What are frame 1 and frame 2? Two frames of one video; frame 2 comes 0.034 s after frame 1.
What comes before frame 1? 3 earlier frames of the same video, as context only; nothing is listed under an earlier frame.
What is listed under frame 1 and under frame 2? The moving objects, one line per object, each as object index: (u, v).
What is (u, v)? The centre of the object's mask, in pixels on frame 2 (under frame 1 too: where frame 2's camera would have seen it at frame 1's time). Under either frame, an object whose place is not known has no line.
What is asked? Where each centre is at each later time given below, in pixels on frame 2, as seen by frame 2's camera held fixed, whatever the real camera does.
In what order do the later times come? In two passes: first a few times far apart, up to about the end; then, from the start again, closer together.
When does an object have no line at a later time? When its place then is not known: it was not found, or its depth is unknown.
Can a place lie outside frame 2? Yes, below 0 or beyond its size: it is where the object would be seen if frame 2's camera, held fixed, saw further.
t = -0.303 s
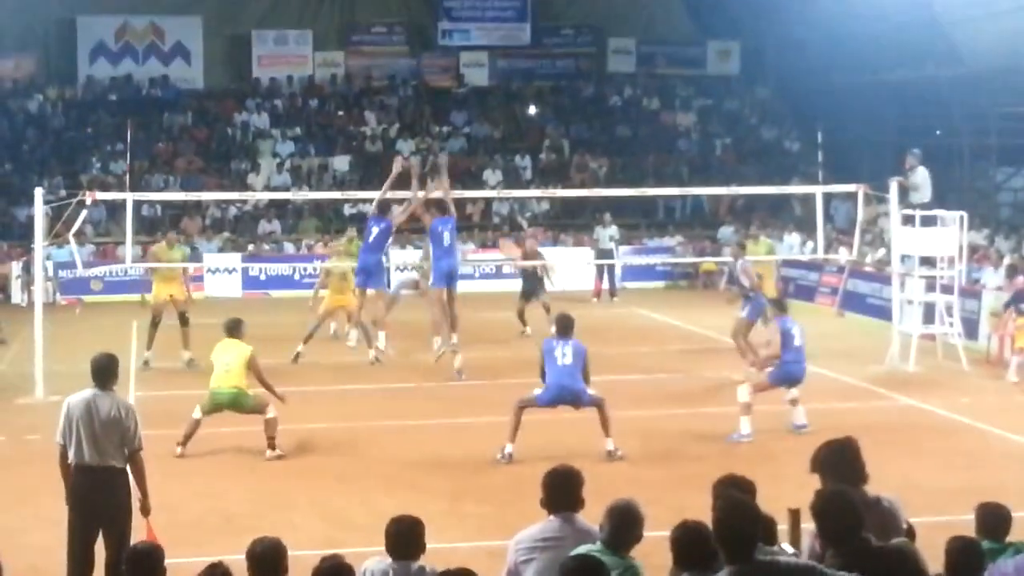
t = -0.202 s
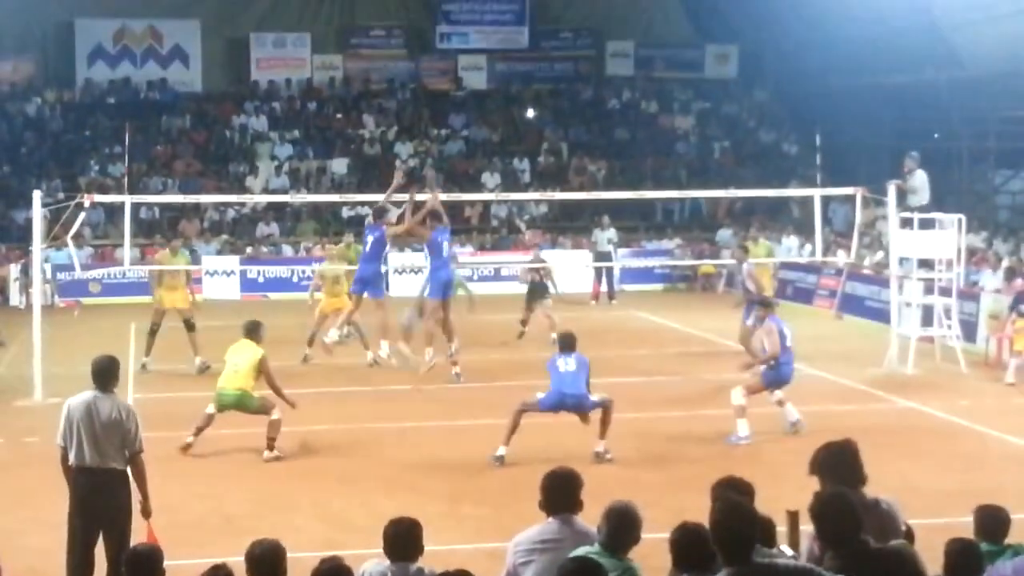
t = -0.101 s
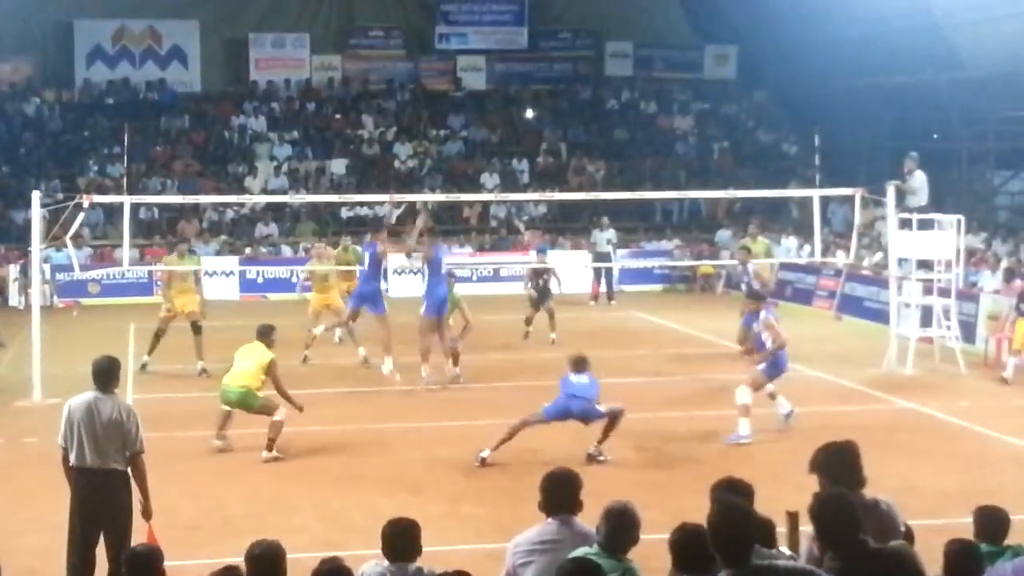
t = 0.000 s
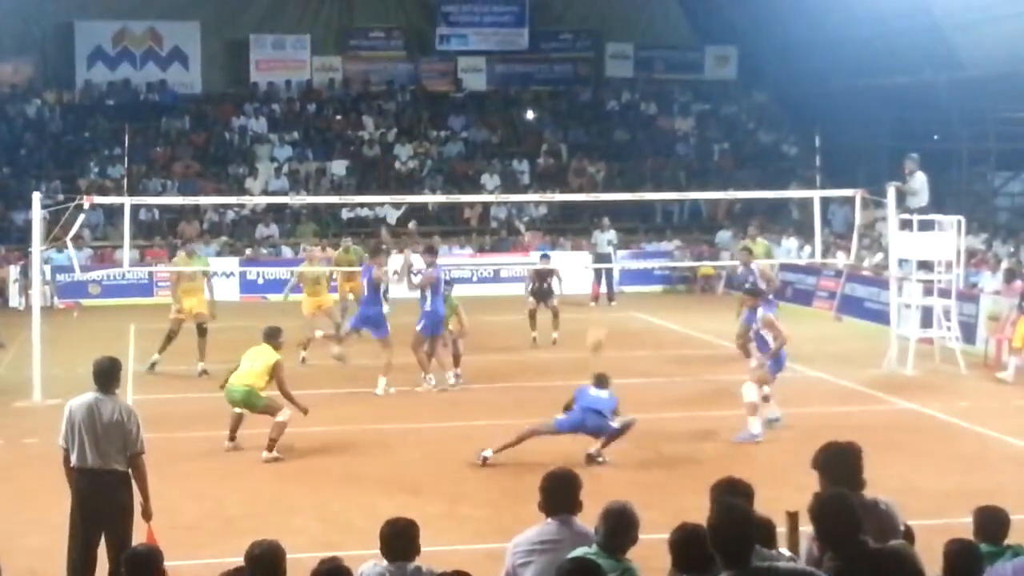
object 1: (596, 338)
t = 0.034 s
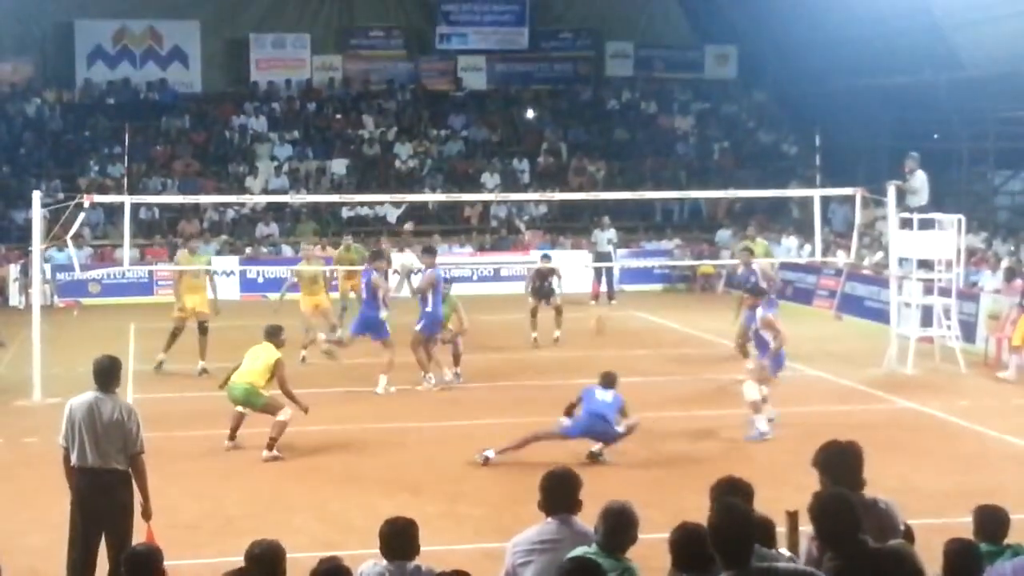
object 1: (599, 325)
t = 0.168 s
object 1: (606, 253)
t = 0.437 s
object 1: (628, 177)
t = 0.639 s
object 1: (642, 164)
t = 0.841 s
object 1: (656, 185)
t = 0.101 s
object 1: (606, 283)
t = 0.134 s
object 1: (604, 266)
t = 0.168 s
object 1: (606, 253)
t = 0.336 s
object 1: (620, 199)
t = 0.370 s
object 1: (623, 189)
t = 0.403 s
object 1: (625, 182)
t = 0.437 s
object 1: (628, 177)
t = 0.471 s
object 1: (630, 172)
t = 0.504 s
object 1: (632, 169)
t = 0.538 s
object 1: (635, 166)
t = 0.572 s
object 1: (638, 164)
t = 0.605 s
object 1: (640, 163)
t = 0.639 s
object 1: (642, 164)
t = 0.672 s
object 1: (644, 164)
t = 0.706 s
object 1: (647, 167)
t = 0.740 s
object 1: (649, 170)
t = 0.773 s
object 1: (651, 174)
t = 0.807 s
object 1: (654, 179)
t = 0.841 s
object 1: (656, 185)
